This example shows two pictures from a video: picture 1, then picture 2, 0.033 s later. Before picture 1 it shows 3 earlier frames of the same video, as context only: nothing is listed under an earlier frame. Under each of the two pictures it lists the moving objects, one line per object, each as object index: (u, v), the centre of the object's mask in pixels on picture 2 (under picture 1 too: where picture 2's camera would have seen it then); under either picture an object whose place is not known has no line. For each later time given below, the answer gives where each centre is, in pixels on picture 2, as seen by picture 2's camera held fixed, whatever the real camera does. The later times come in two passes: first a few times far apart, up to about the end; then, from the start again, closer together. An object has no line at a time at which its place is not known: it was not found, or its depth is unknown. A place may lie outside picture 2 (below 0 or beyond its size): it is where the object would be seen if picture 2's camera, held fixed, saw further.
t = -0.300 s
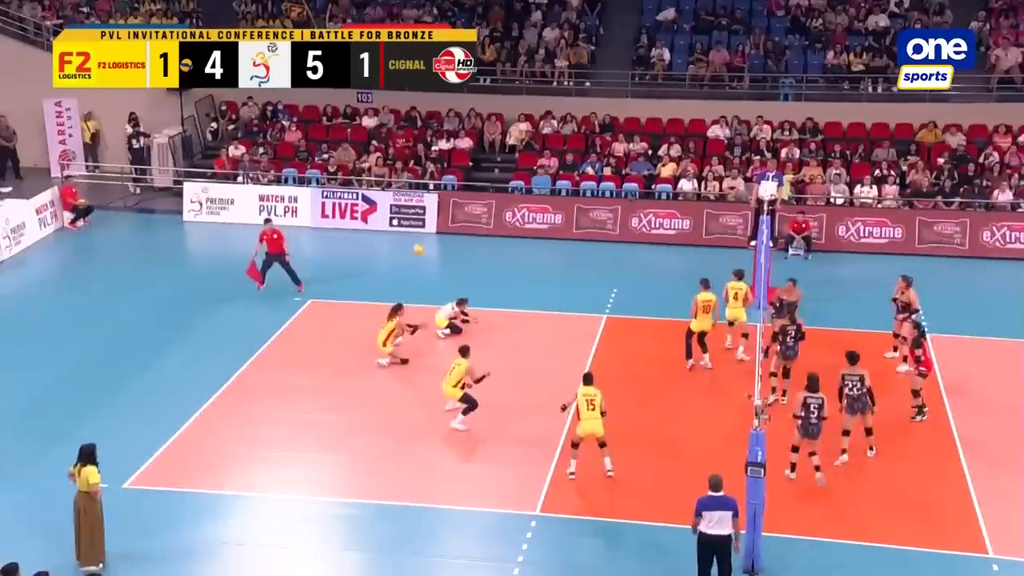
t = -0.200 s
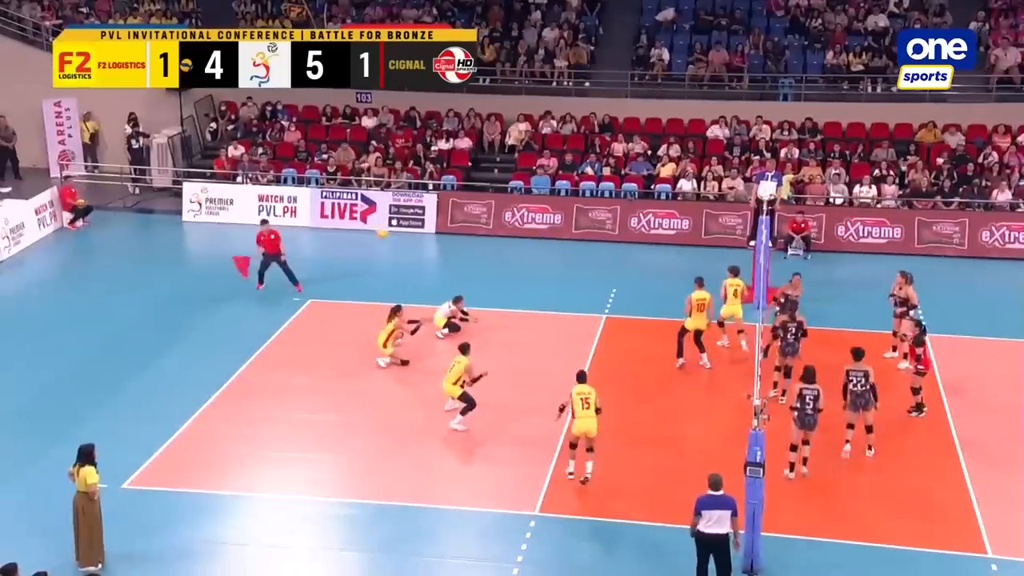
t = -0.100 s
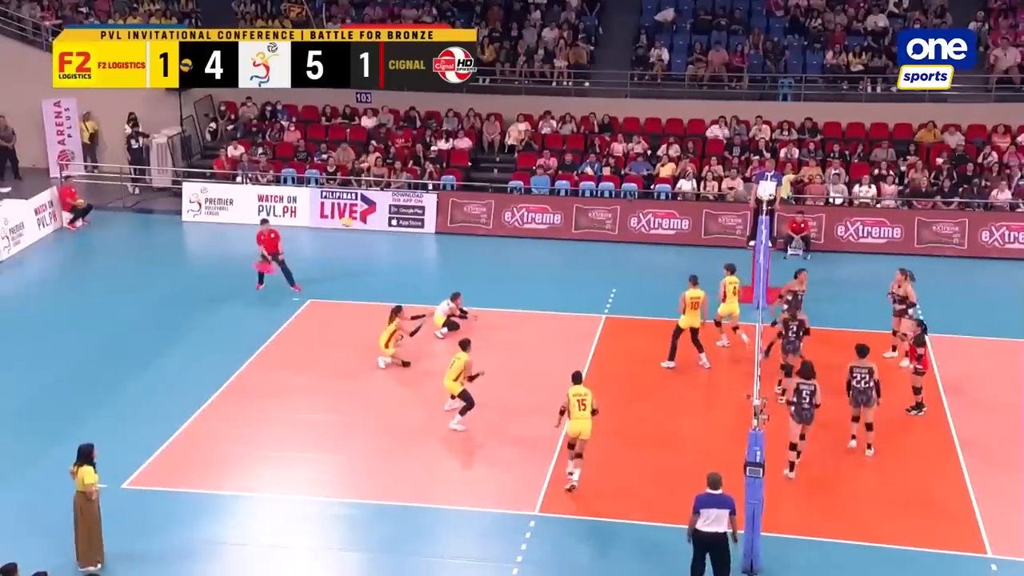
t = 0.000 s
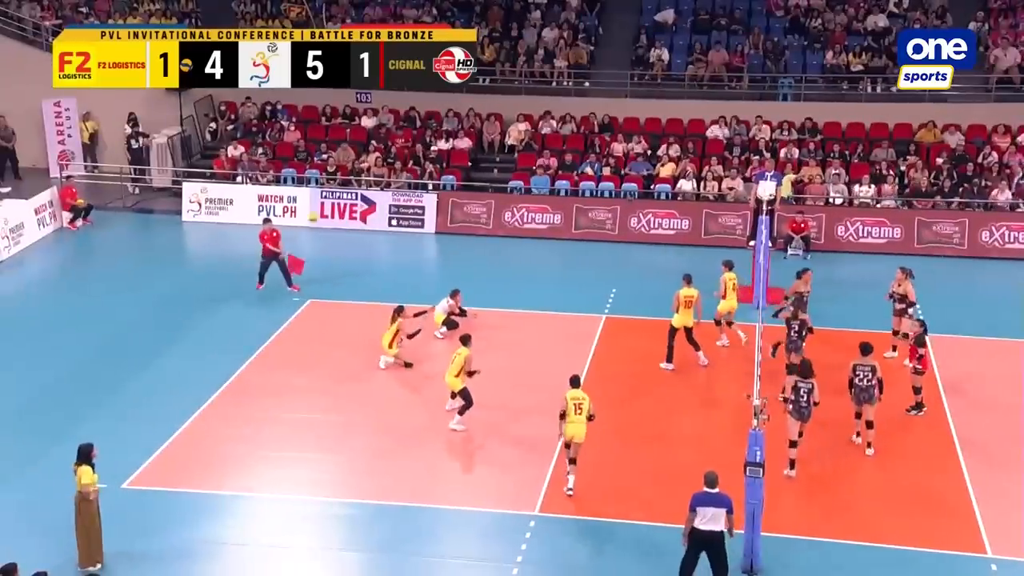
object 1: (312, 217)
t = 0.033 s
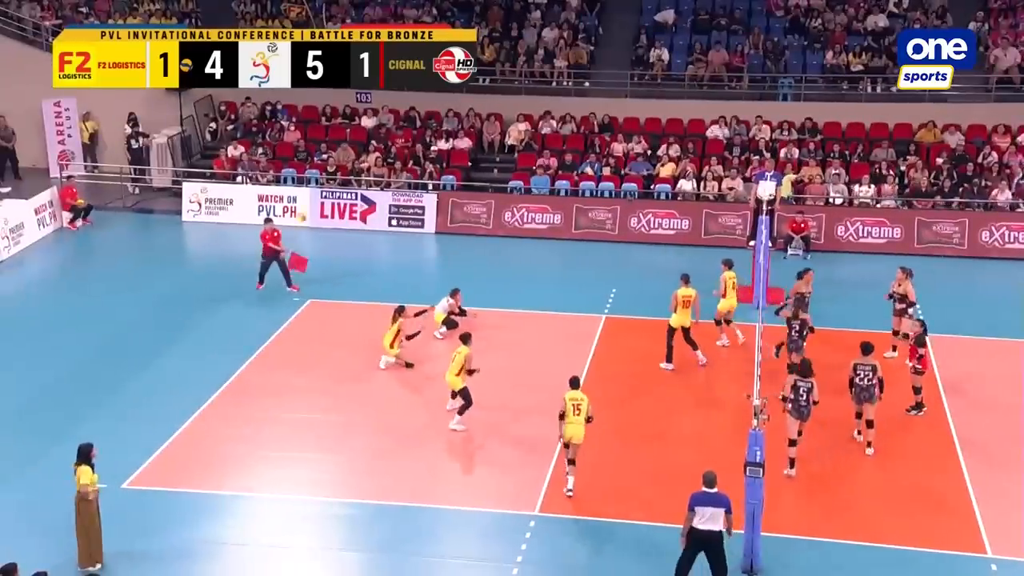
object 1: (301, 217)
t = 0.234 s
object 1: (237, 227)
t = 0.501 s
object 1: (160, 272)
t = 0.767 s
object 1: (85, 266)
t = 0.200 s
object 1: (248, 223)
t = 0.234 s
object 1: (237, 227)
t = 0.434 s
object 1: (179, 256)
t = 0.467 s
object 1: (169, 263)
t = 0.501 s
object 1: (160, 272)
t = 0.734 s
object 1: (95, 273)
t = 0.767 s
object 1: (85, 266)
